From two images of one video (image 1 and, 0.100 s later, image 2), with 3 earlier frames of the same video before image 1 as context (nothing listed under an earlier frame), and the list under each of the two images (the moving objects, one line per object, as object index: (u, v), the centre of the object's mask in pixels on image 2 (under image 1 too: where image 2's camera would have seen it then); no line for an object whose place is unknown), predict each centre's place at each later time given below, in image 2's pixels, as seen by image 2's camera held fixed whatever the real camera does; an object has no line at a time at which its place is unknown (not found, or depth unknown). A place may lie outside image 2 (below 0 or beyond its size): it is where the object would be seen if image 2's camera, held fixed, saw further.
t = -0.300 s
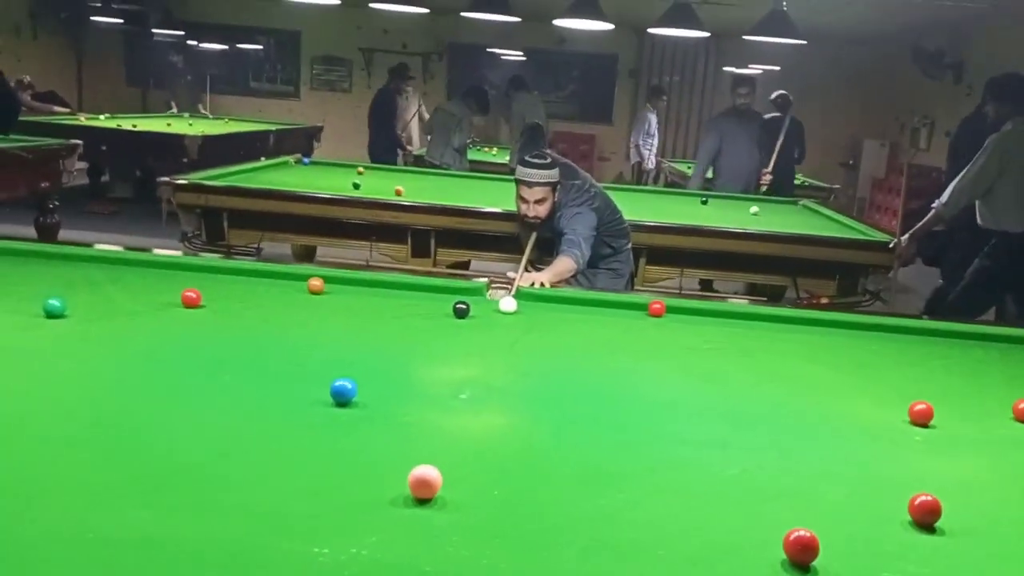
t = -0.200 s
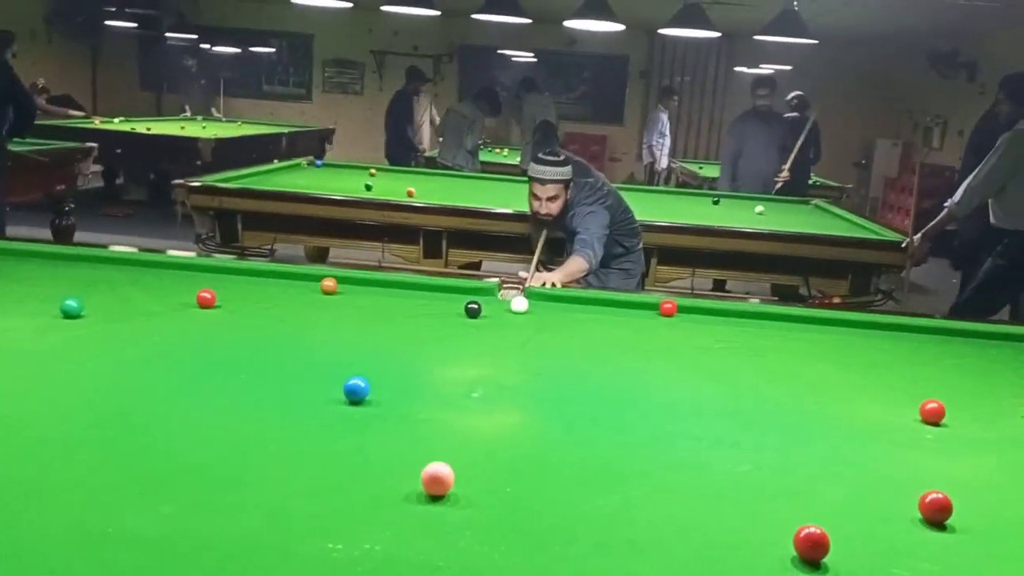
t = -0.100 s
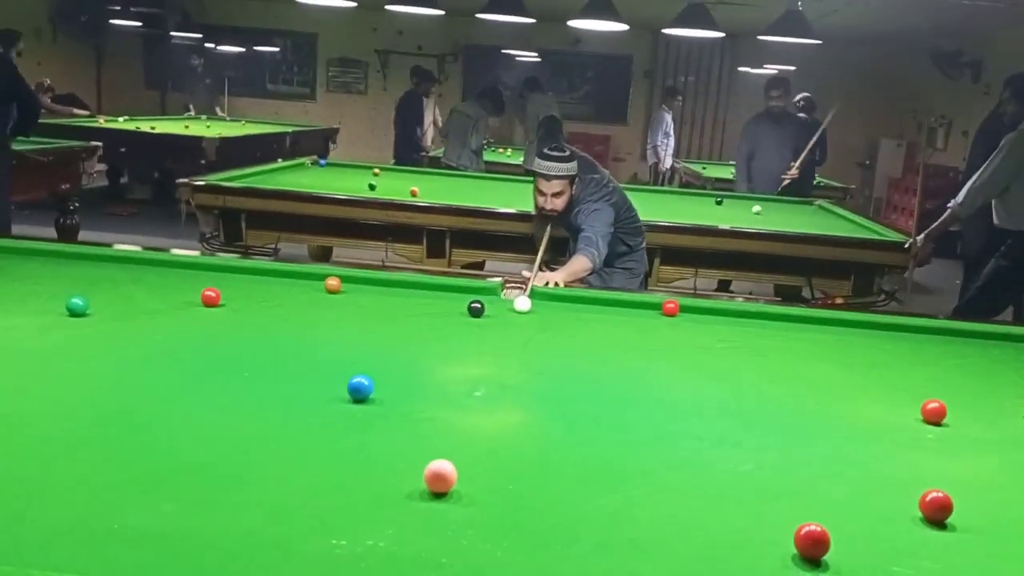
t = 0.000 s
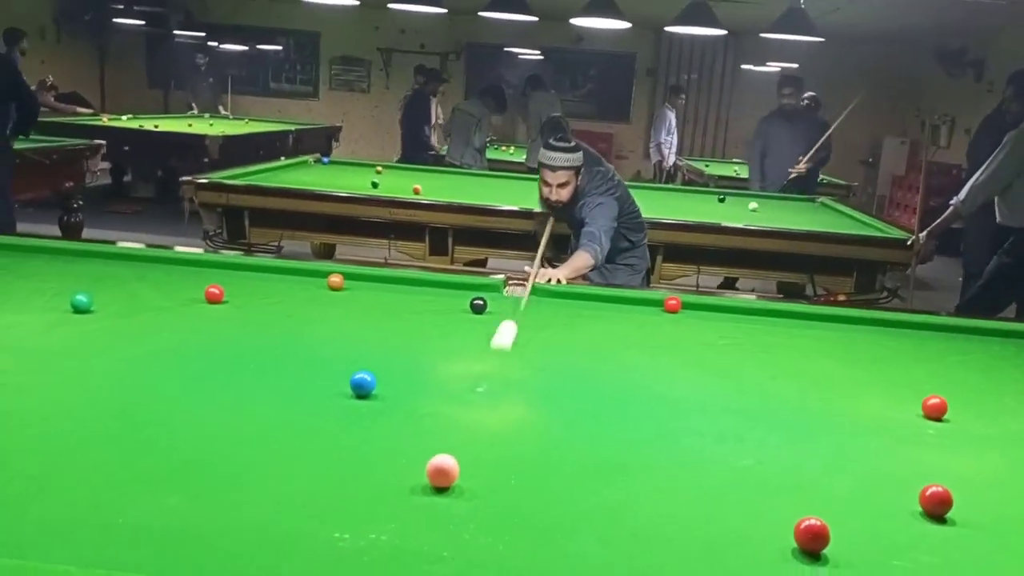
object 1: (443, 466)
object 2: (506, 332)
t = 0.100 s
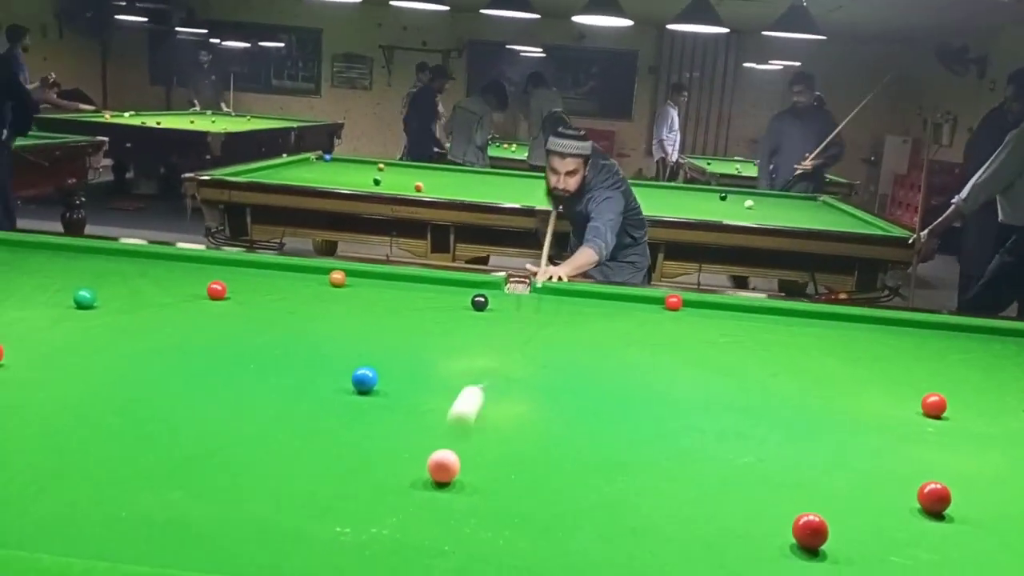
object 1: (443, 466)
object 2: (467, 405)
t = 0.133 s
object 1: (443, 466)
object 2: (450, 433)
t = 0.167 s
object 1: (440, 497)
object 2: (431, 452)
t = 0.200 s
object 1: (434, 553)
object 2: (417, 452)
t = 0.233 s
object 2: (405, 452)
